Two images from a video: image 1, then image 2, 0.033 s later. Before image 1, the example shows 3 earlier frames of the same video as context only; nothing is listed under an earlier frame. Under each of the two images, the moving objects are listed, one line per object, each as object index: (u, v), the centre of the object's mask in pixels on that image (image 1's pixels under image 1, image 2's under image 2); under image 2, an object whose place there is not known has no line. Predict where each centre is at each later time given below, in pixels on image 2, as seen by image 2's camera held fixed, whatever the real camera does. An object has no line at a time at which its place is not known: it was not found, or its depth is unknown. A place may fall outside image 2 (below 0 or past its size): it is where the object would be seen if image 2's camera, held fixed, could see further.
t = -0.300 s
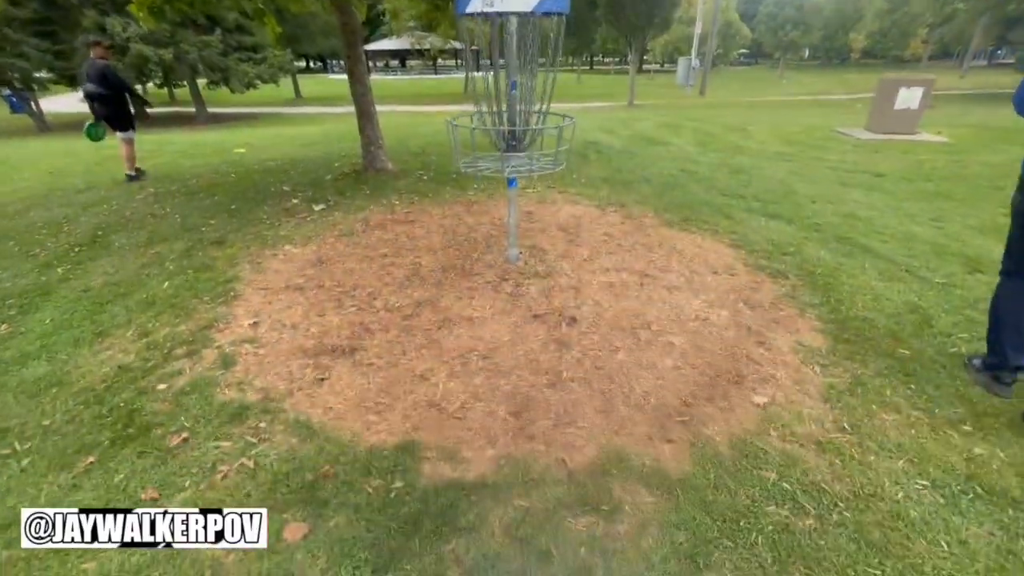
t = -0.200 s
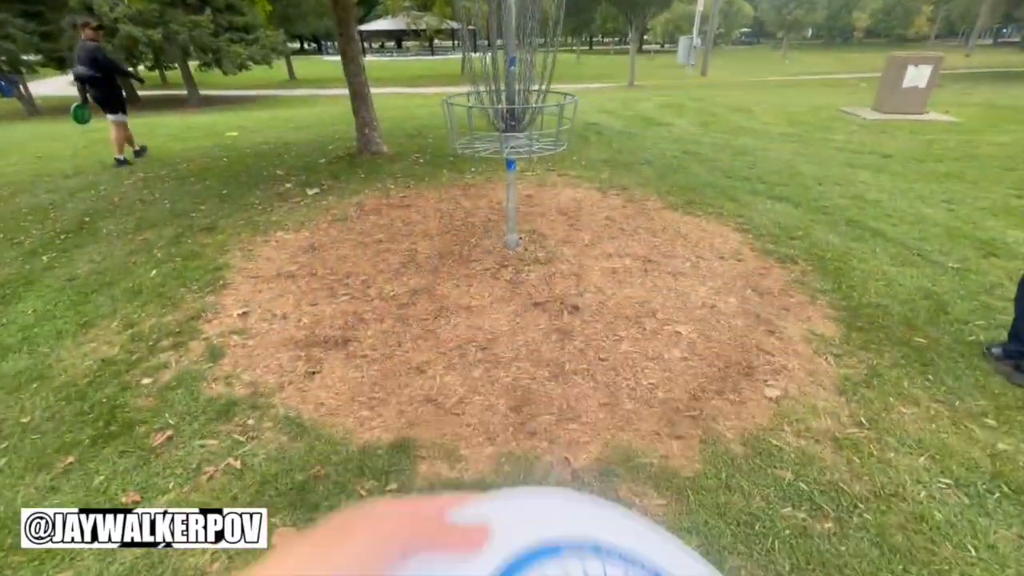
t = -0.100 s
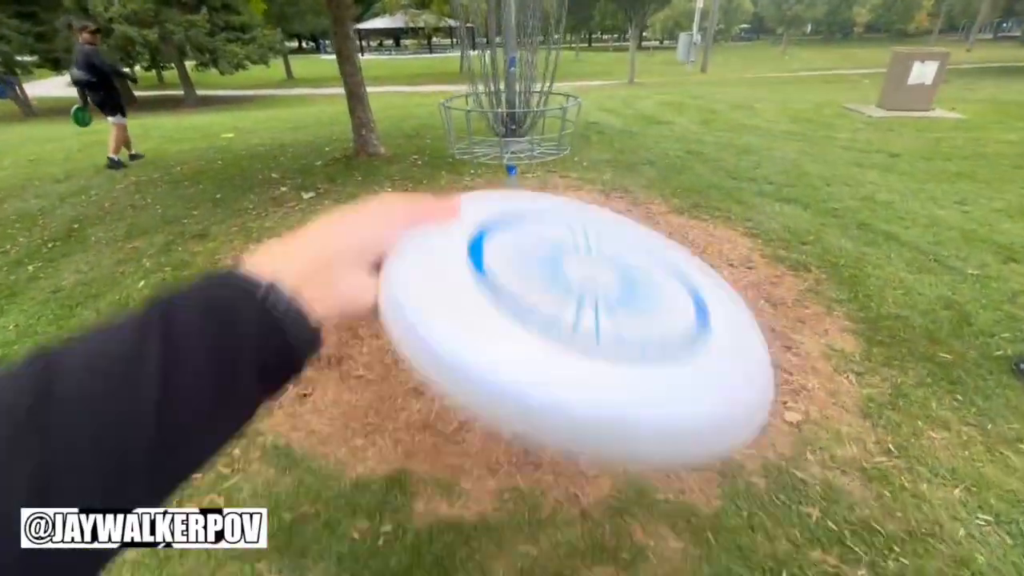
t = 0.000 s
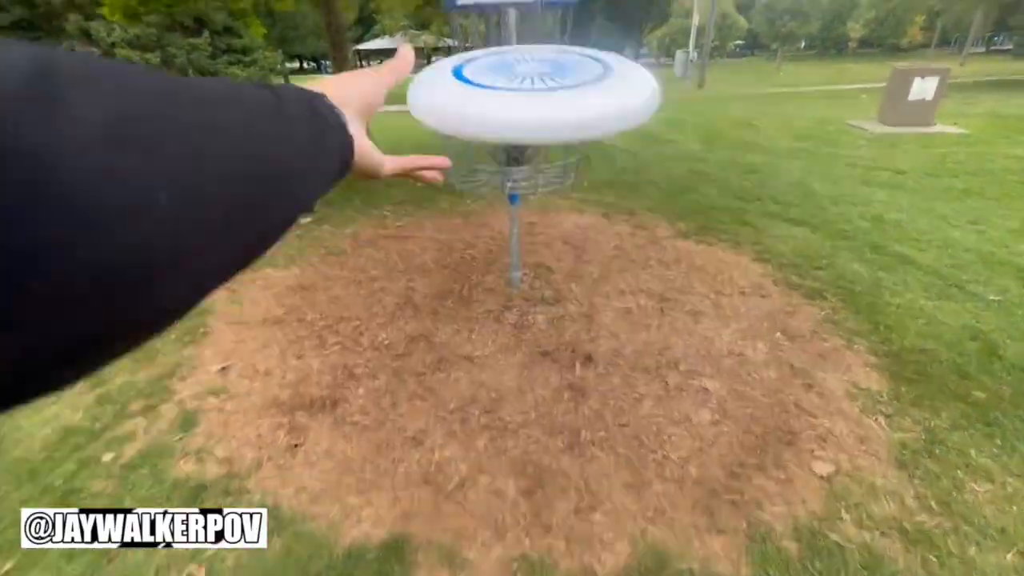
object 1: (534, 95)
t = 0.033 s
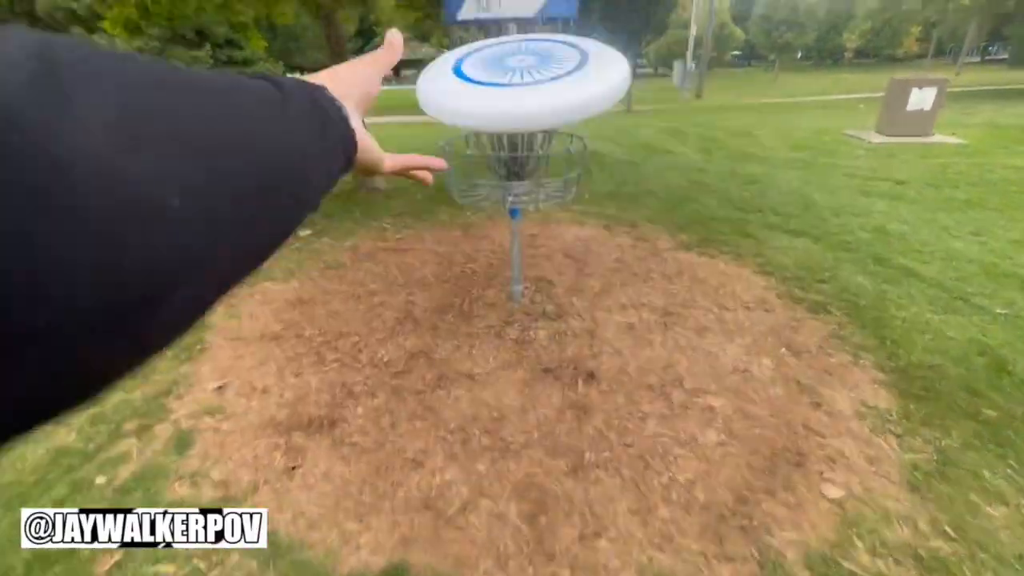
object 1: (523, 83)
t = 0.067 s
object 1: (513, 73)
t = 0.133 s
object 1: (498, 74)
